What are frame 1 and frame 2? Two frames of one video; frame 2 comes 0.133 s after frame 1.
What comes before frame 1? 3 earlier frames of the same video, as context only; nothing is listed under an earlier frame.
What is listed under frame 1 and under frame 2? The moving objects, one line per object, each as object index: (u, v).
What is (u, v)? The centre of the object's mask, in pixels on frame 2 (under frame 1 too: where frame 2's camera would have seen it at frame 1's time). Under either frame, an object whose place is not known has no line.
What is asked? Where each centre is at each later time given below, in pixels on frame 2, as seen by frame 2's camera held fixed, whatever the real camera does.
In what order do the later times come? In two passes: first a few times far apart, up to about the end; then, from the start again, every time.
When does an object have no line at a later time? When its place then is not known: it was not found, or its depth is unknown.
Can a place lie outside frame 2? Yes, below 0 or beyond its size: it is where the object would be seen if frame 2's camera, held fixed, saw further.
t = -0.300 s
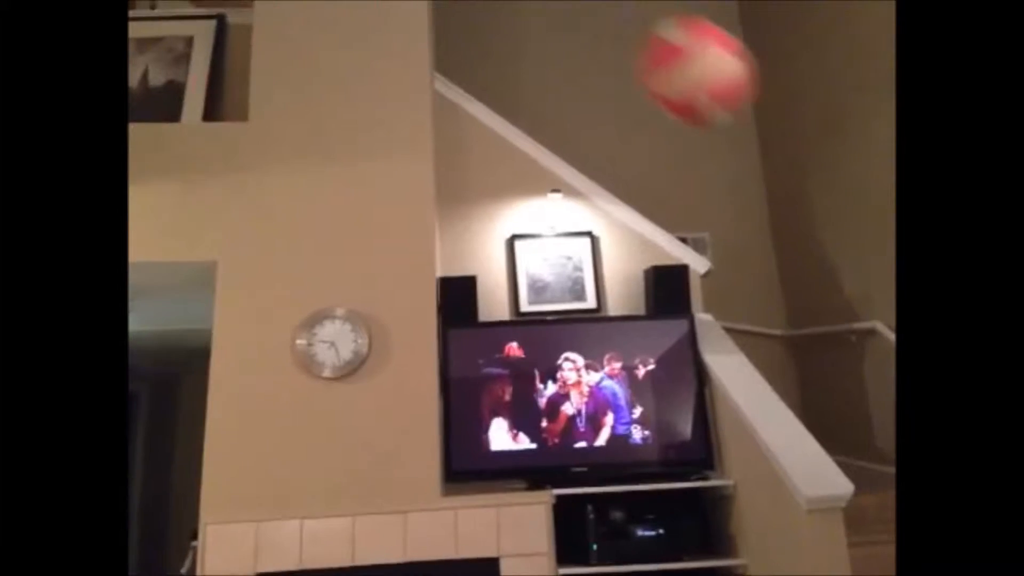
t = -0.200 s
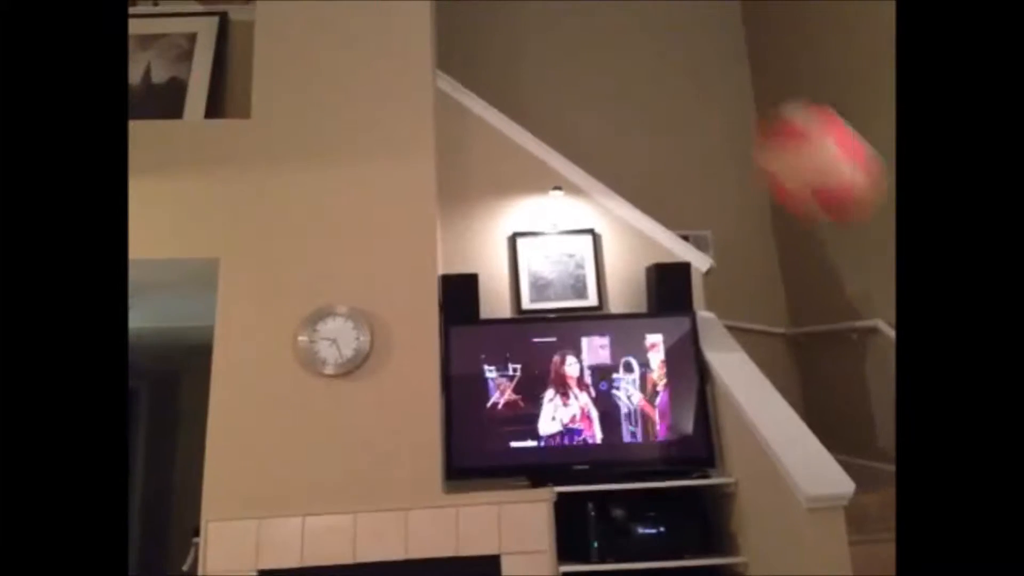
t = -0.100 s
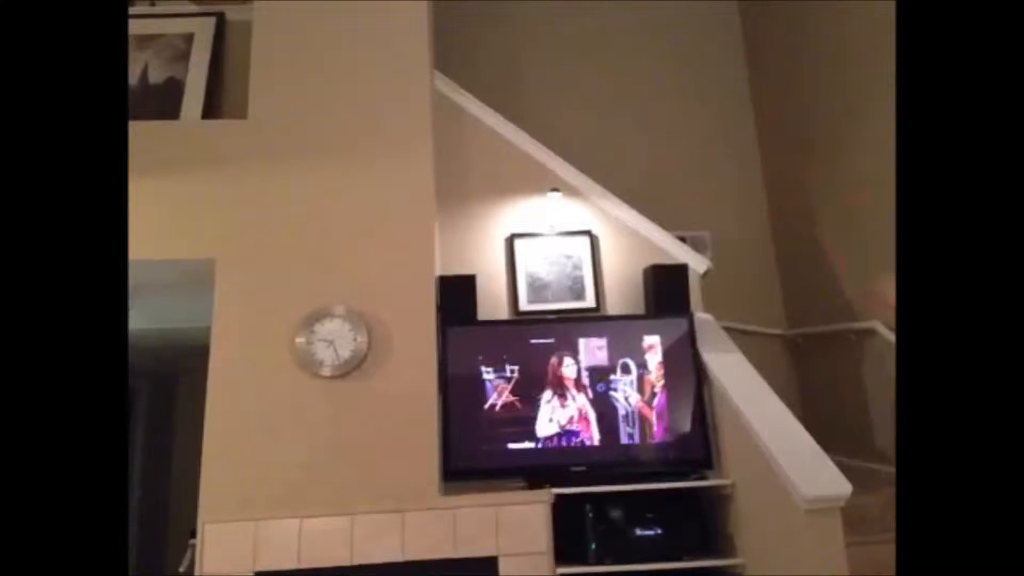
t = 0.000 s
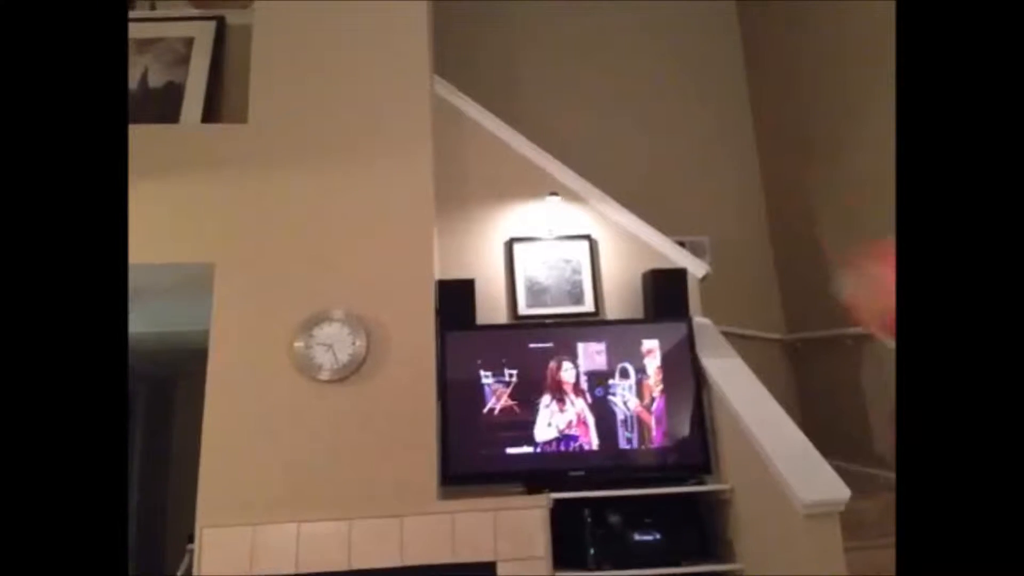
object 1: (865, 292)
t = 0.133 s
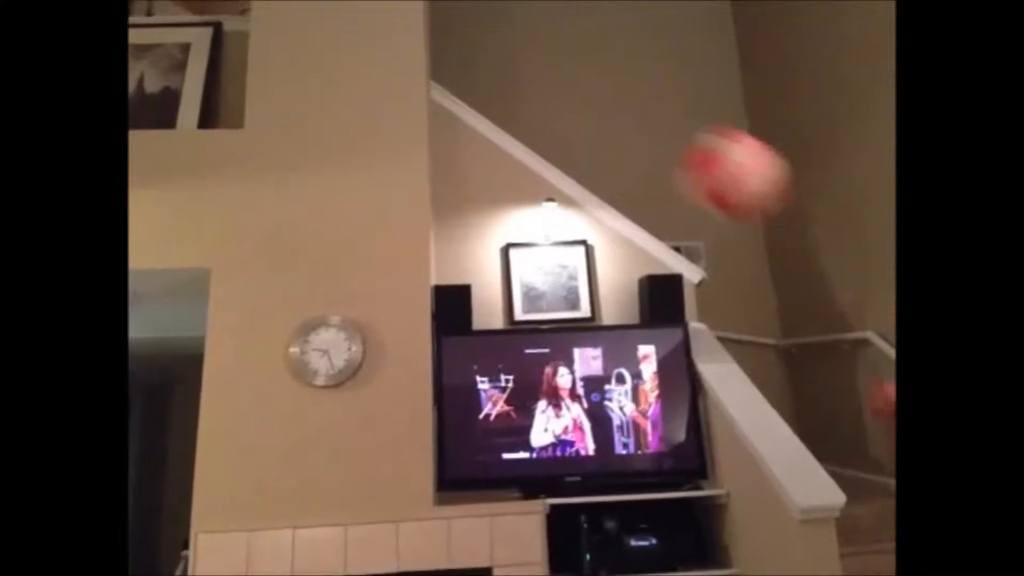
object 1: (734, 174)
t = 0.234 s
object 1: (630, 128)
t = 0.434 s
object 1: (460, 136)
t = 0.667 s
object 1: (277, 319)
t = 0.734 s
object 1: (221, 412)
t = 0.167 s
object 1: (698, 153)
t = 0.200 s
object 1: (663, 137)
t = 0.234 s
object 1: (630, 128)
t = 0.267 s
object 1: (599, 120)
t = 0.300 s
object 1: (571, 116)
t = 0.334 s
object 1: (543, 115)
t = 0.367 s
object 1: (515, 119)
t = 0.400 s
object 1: (487, 125)
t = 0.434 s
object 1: (460, 136)
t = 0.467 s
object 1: (434, 153)
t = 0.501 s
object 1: (408, 169)
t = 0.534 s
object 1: (382, 187)
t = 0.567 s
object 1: (354, 222)
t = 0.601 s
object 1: (328, 251)
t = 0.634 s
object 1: (305, 285)
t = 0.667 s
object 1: (277, 319)
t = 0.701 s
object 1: (250, 361)
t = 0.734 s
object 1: (221, 412)
